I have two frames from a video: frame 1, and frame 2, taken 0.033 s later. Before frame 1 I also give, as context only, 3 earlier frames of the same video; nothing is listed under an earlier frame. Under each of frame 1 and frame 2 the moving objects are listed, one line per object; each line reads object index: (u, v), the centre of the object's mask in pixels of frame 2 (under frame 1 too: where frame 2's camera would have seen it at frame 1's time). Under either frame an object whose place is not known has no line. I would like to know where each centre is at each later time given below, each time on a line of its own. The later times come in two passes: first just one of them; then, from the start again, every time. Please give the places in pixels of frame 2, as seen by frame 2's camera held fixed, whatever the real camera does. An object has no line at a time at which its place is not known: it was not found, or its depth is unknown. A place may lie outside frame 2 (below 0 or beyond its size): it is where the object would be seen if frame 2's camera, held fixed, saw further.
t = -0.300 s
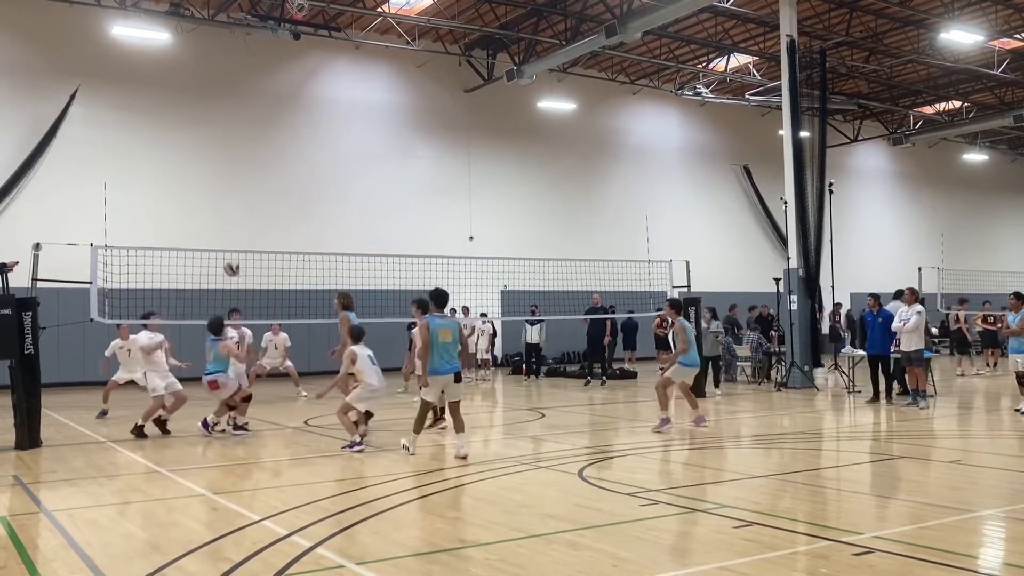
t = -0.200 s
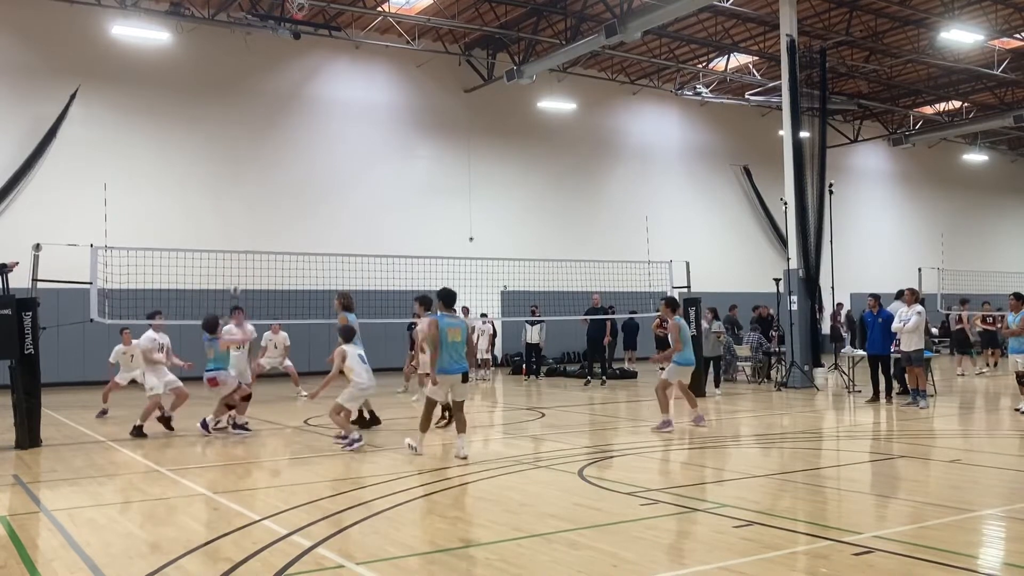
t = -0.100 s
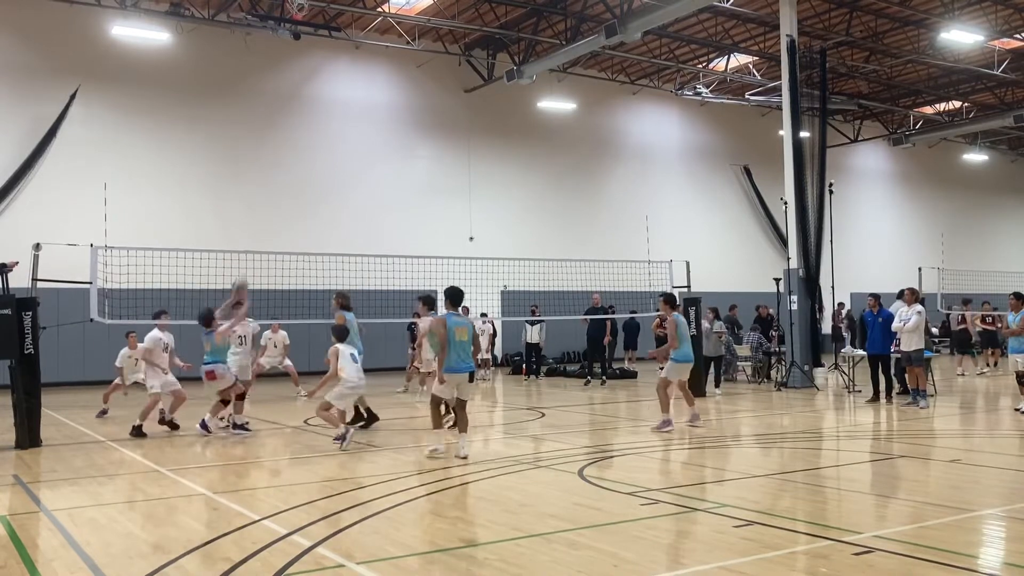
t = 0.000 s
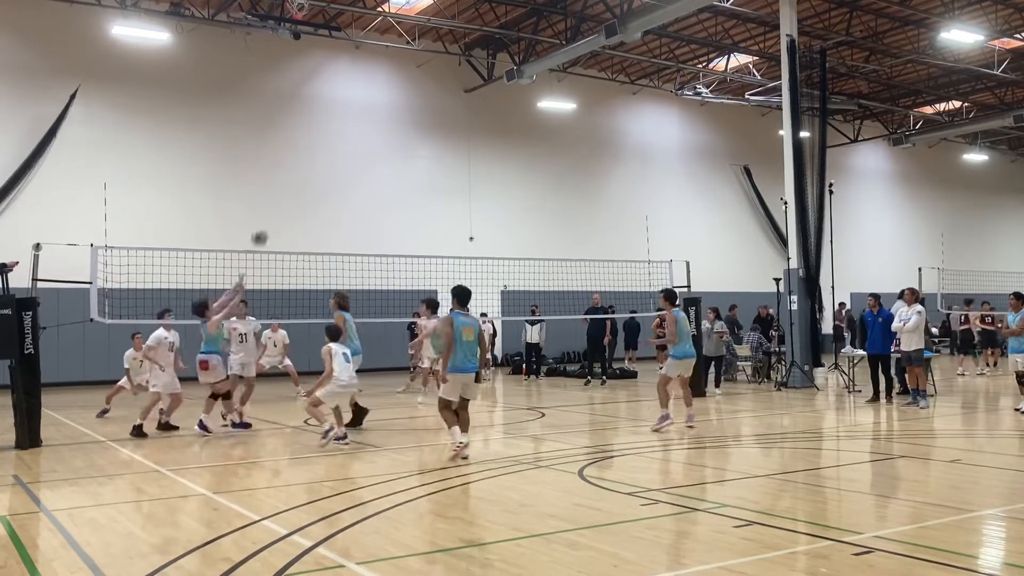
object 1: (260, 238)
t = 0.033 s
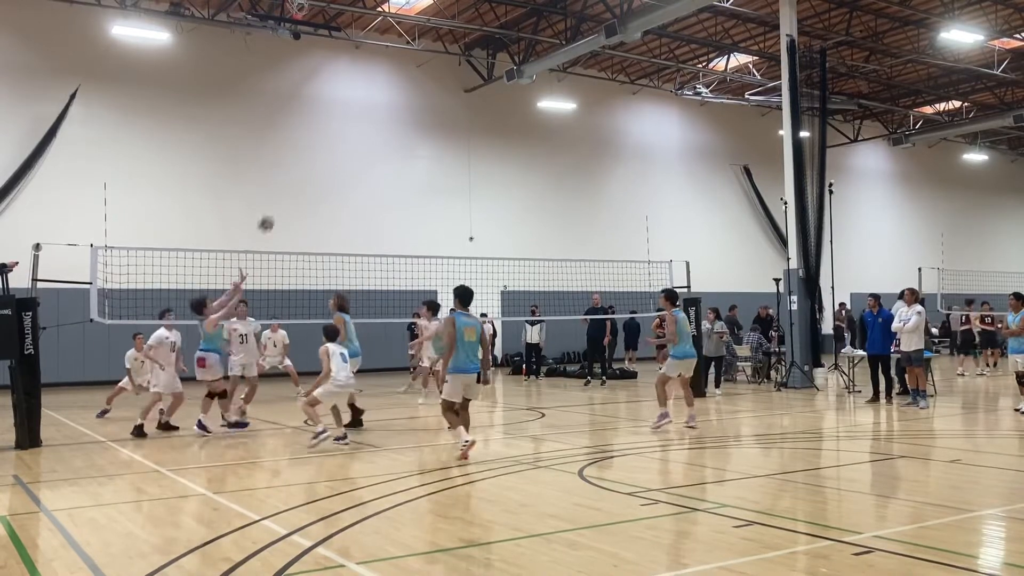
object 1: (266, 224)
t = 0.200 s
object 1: (295, 167)
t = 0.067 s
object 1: (272, 211)
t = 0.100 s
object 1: (278, 199)
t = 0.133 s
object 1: (284, 187)
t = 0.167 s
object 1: (290, 177)
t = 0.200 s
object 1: (295, 167)
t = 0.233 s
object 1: (301, 158)
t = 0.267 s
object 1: (307, 150)
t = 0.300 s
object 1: (313, 144)
